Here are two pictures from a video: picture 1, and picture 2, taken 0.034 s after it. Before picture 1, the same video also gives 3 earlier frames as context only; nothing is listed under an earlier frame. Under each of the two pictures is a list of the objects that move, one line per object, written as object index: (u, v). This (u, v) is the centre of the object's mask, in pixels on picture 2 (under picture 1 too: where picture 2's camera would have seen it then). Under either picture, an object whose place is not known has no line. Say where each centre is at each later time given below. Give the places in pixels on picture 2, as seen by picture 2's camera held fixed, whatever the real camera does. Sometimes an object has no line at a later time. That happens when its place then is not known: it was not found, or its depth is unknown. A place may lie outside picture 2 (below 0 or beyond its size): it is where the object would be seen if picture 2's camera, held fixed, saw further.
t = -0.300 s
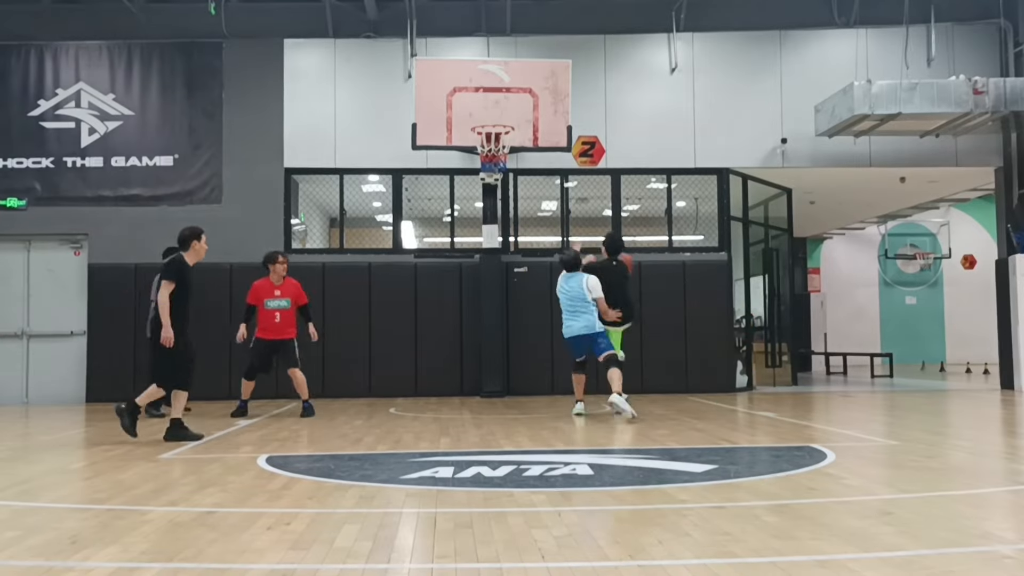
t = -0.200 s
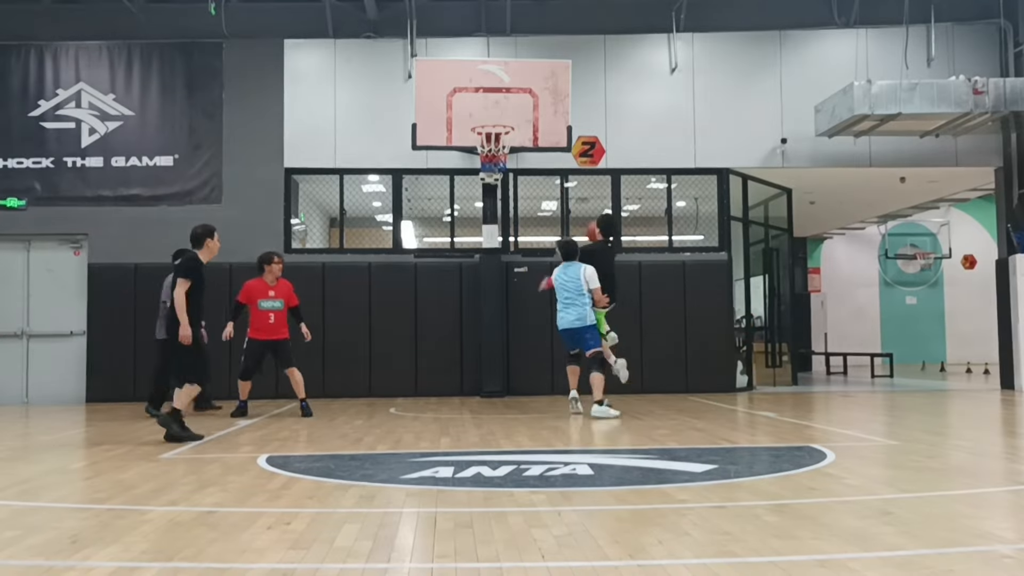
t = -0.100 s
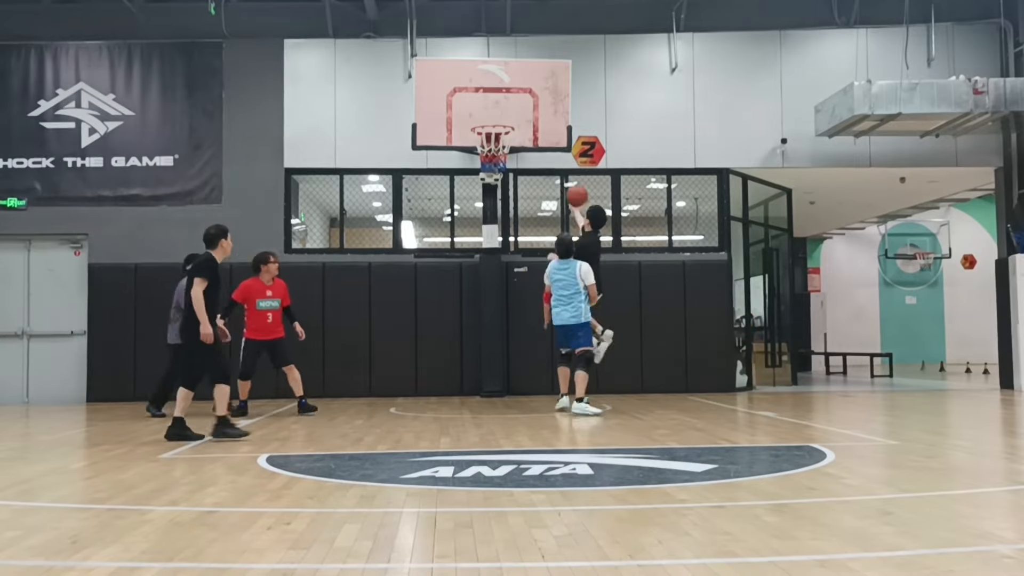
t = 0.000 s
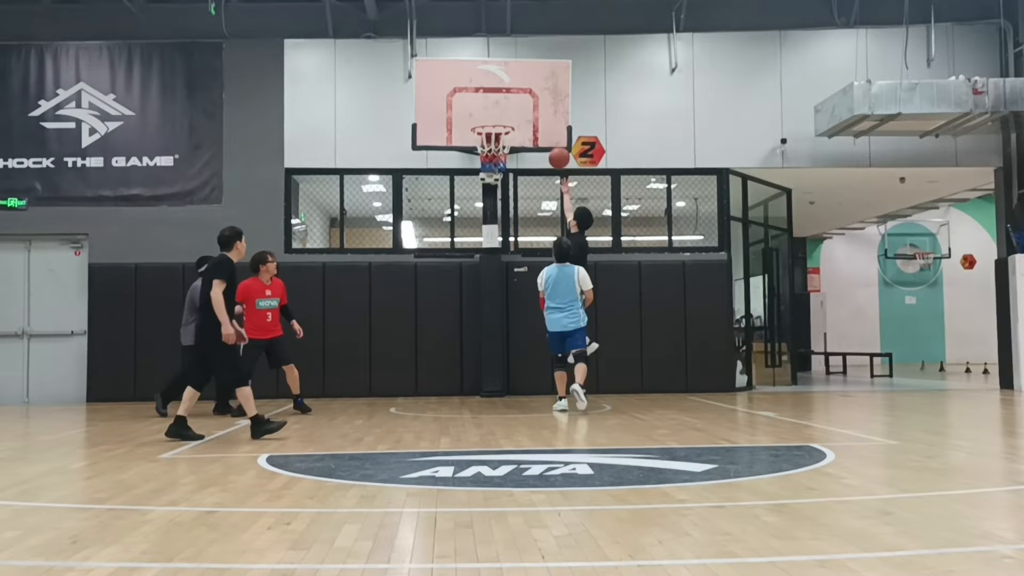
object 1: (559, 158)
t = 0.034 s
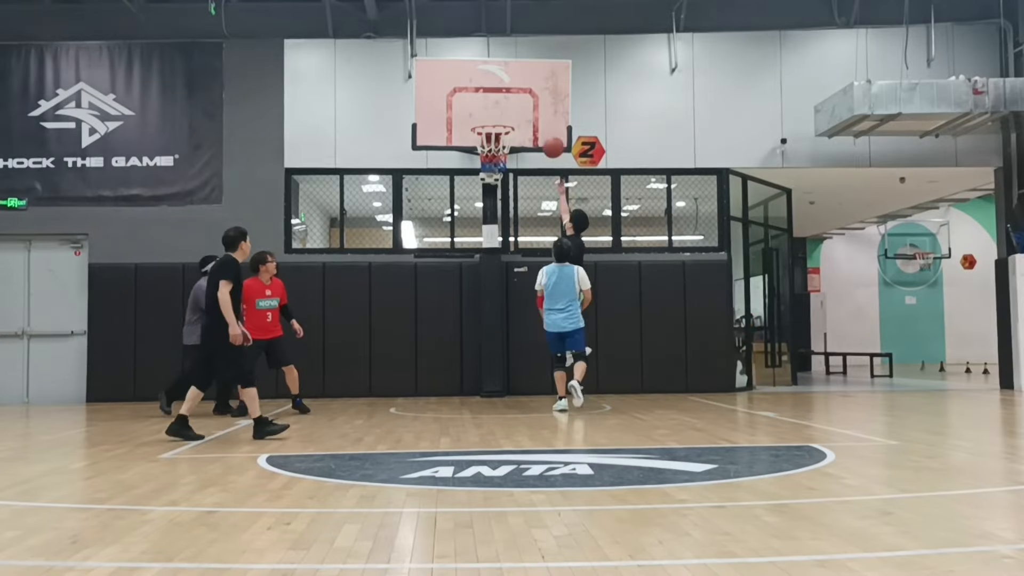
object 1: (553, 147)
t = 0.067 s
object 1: (547, 138)
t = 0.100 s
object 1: (542, 129)
